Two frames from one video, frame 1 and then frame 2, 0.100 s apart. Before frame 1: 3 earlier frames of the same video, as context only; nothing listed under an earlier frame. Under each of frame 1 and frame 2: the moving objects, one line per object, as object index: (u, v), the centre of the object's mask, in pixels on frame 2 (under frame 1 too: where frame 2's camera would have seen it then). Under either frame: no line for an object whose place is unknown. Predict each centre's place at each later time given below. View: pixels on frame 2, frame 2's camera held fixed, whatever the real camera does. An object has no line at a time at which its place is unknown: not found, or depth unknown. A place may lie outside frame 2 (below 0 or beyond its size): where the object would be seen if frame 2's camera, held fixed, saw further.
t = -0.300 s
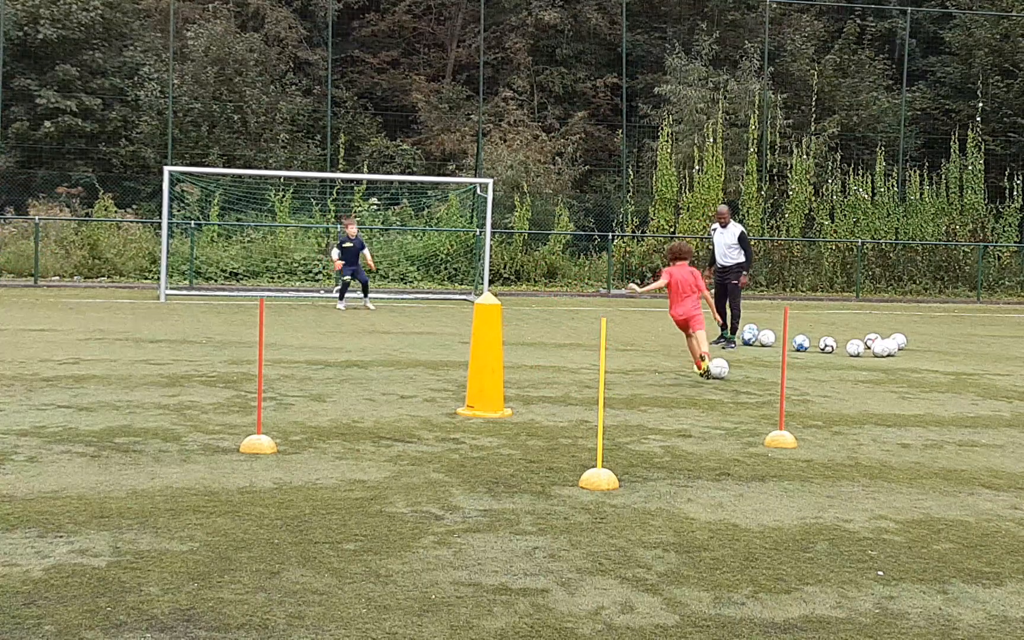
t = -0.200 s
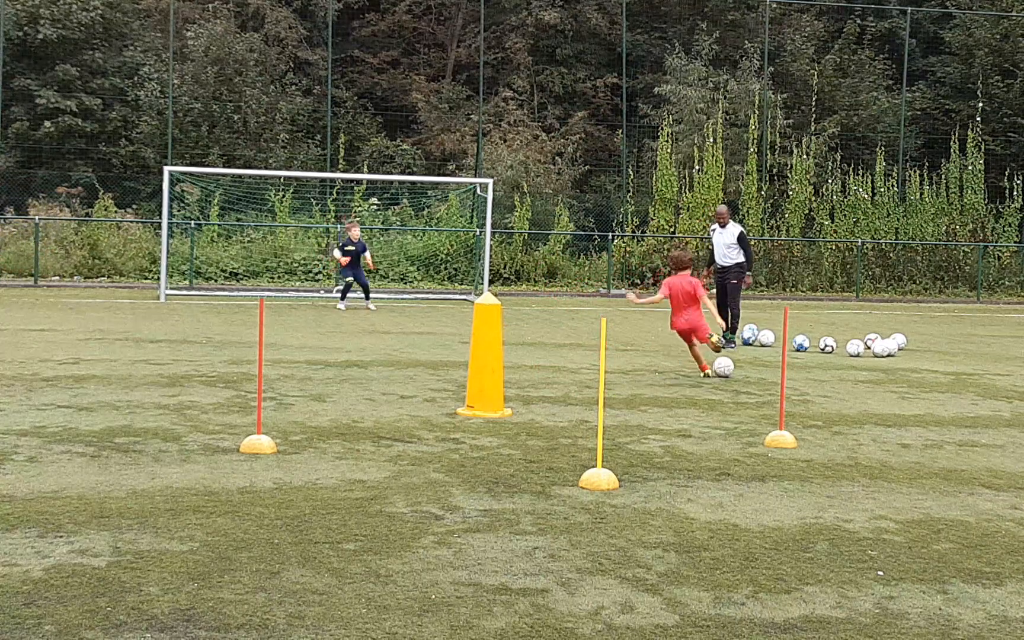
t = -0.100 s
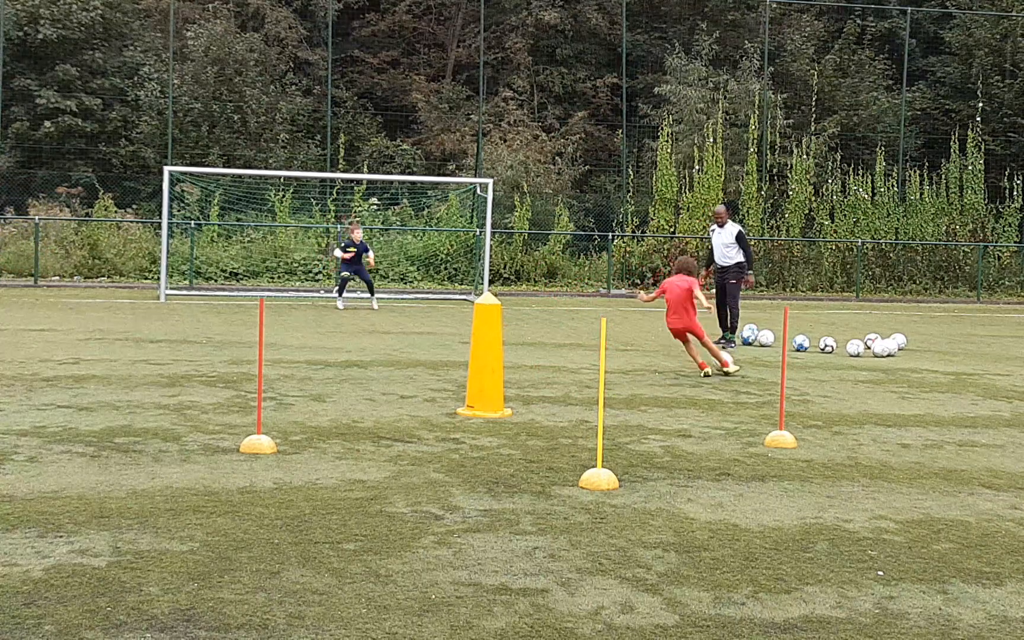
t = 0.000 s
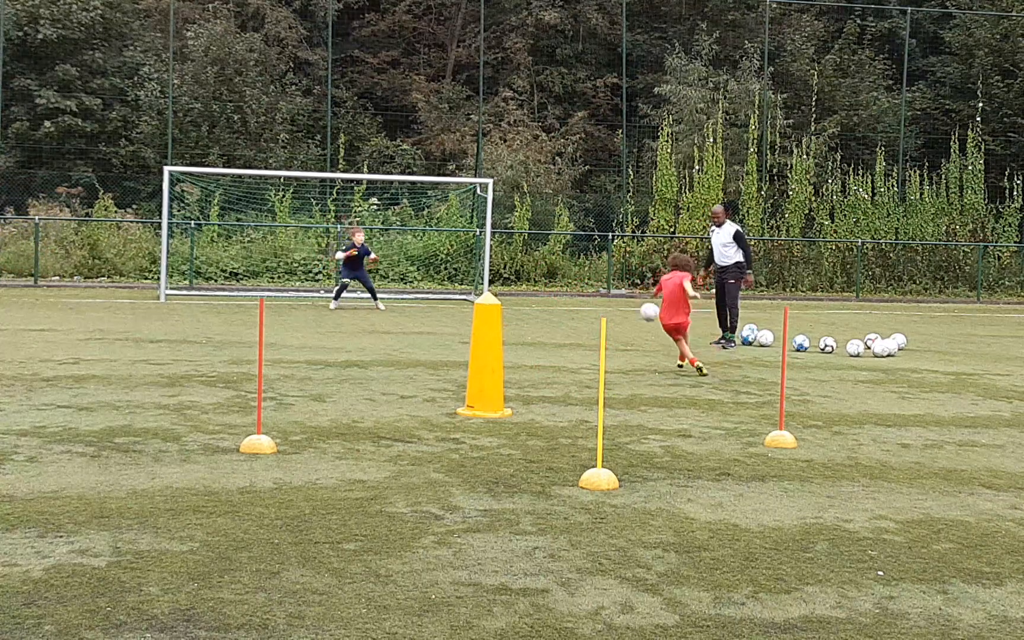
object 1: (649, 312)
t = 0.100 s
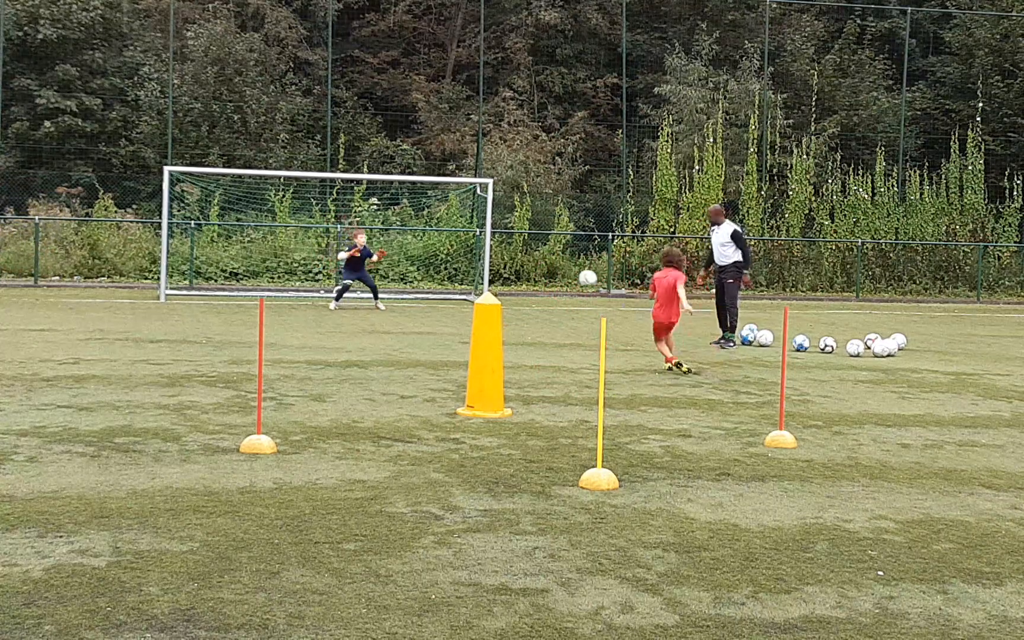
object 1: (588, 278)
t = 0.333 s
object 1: (470, 241)
